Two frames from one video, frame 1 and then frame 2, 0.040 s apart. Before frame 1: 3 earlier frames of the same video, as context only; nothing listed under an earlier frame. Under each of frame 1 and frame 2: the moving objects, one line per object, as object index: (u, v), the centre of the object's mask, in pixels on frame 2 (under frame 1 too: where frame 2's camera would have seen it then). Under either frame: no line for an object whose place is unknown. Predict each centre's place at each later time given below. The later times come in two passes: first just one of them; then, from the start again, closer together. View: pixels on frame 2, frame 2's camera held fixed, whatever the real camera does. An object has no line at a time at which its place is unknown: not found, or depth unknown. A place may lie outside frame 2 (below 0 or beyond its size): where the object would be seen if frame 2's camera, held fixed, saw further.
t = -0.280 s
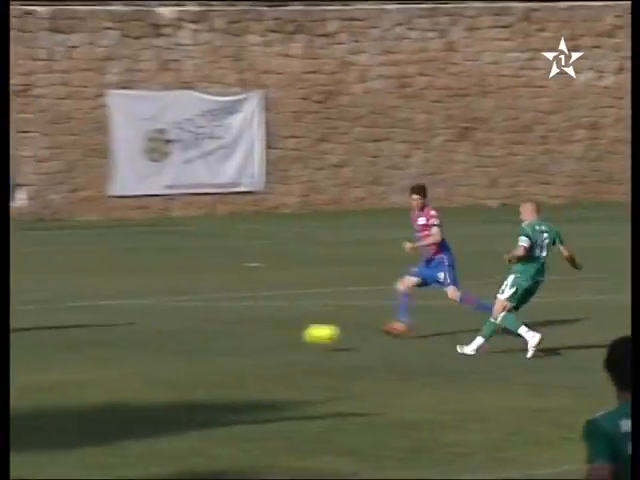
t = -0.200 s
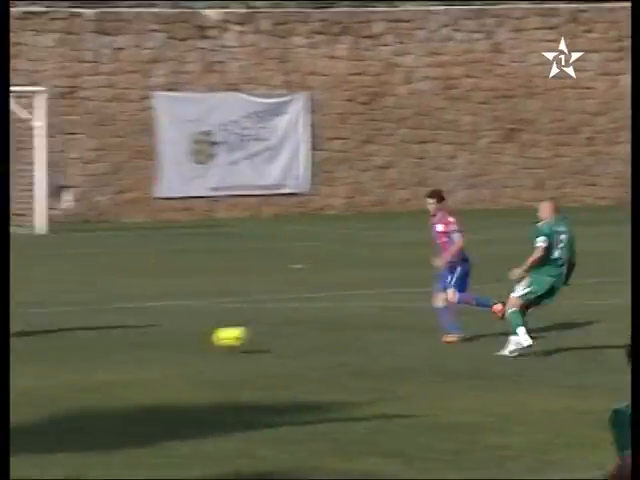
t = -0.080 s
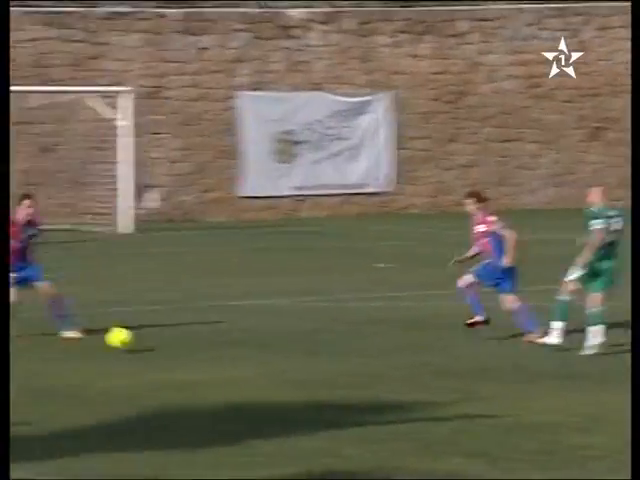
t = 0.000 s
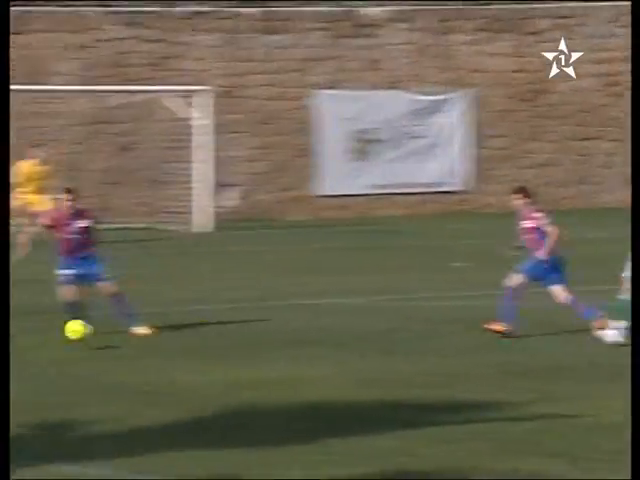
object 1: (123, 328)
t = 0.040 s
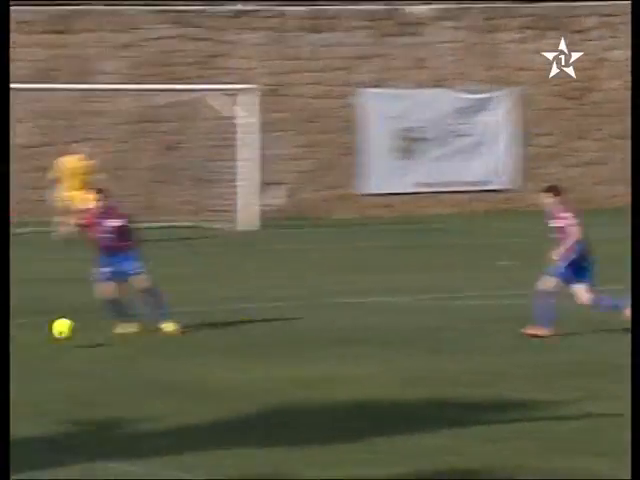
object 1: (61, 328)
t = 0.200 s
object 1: (-167, 337)
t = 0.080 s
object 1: (3, 330)
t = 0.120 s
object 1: (-55, 335)
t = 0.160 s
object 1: (-113, 339)
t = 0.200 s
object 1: (-167, 337)
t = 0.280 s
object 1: (-275, 335)
